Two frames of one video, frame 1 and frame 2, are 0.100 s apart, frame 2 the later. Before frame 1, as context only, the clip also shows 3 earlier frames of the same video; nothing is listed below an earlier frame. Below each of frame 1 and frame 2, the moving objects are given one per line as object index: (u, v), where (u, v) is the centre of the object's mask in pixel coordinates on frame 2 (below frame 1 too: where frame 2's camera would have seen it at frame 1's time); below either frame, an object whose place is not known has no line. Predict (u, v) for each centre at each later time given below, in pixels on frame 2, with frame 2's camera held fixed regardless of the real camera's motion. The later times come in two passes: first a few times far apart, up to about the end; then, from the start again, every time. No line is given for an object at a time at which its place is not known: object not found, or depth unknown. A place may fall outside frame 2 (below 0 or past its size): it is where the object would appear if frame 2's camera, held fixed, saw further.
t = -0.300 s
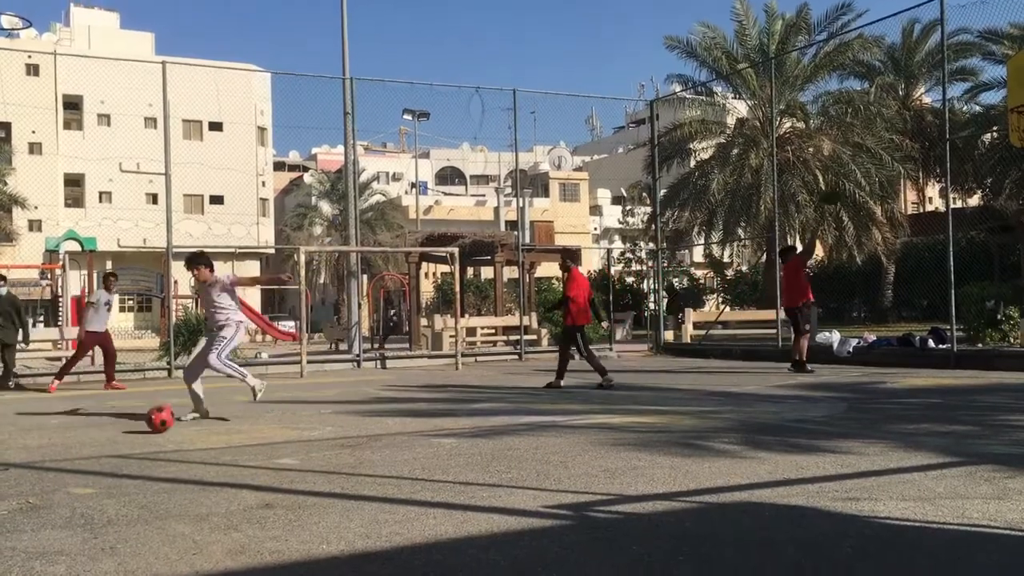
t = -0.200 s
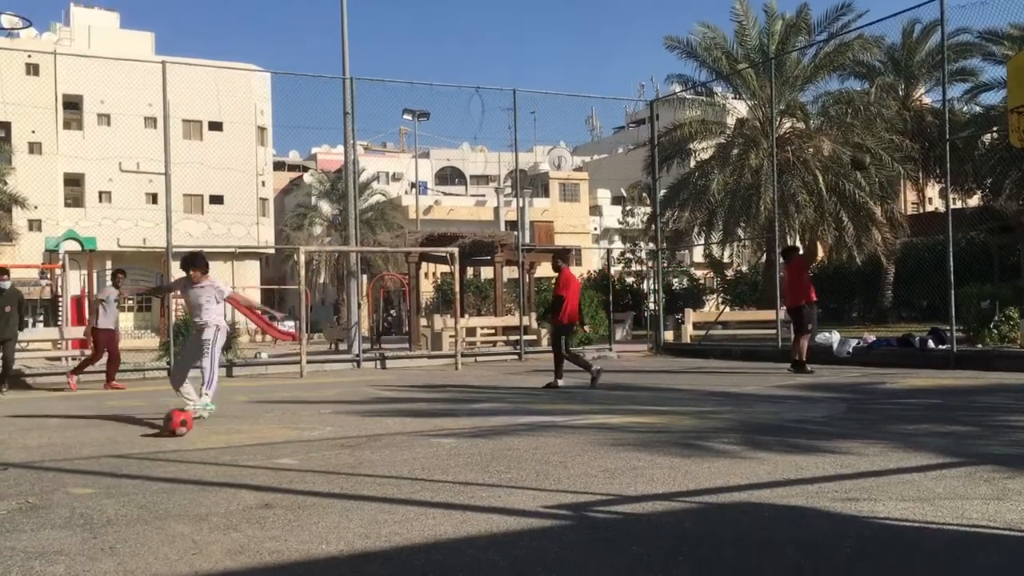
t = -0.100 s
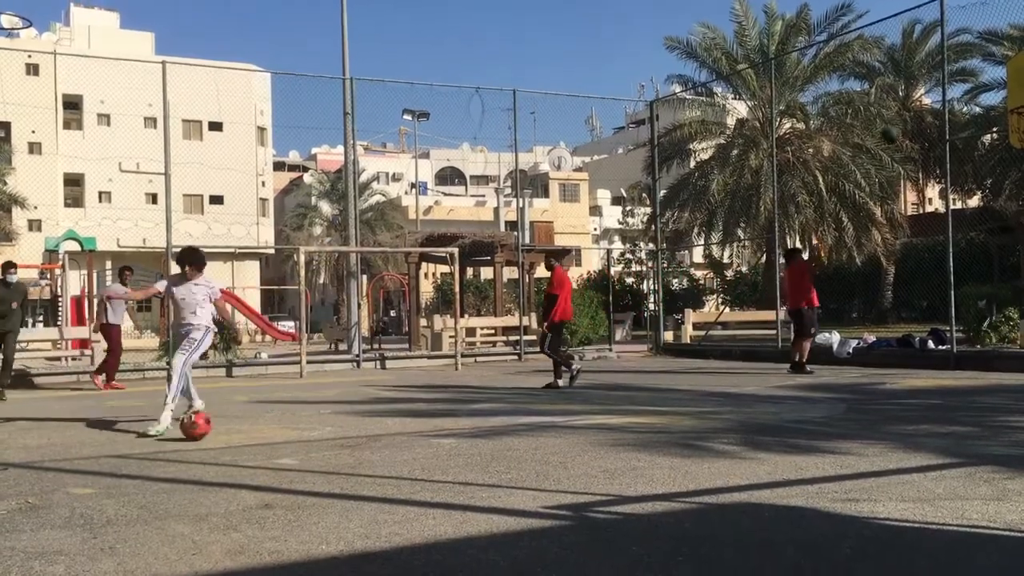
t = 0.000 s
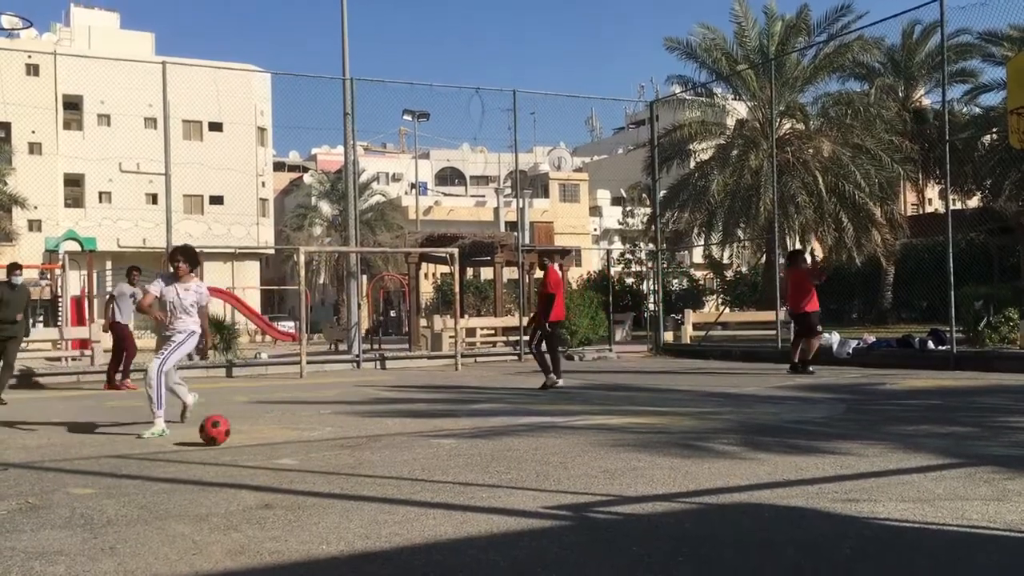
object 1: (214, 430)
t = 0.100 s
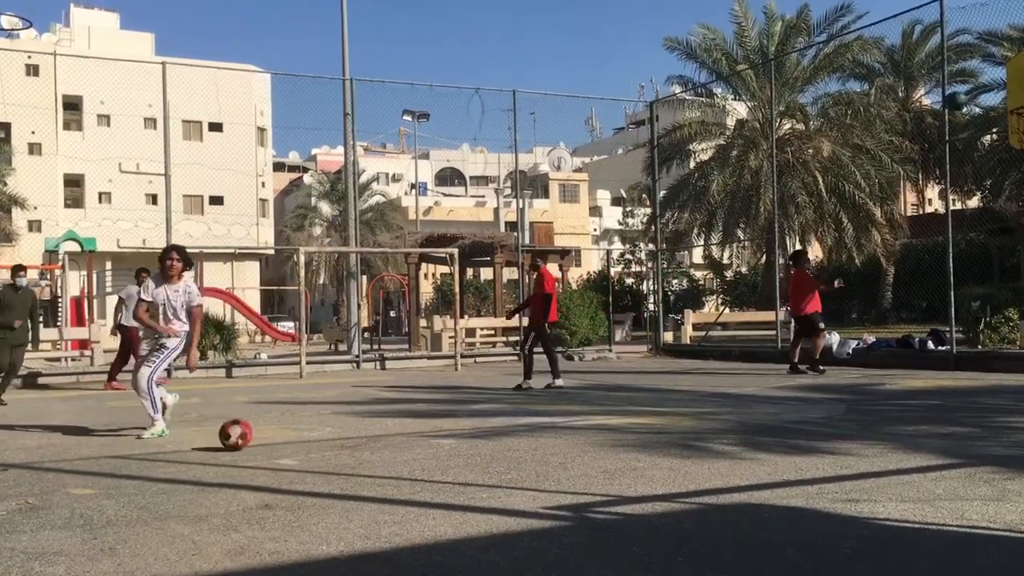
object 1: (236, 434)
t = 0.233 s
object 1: (265, 440)
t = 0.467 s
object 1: (325, 452)
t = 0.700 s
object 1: (399, 464)
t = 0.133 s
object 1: (242, 435)
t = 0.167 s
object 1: (249, 436)
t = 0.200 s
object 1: (257, 438)
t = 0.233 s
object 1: (265, 440)
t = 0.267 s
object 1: (273, 440)
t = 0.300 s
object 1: (281, 442)
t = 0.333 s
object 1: (289, 445)
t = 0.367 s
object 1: (298, 446)
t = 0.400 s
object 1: (307, 446)
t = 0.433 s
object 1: (316, 448)
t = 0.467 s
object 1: (325, 452)
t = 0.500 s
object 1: (334, 452)
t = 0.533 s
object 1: (344, 453)
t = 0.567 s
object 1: (355, 456)
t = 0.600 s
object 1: (365, 458)
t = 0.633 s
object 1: (376, 459)
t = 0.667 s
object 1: (387, 462)
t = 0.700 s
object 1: (399, 464)
